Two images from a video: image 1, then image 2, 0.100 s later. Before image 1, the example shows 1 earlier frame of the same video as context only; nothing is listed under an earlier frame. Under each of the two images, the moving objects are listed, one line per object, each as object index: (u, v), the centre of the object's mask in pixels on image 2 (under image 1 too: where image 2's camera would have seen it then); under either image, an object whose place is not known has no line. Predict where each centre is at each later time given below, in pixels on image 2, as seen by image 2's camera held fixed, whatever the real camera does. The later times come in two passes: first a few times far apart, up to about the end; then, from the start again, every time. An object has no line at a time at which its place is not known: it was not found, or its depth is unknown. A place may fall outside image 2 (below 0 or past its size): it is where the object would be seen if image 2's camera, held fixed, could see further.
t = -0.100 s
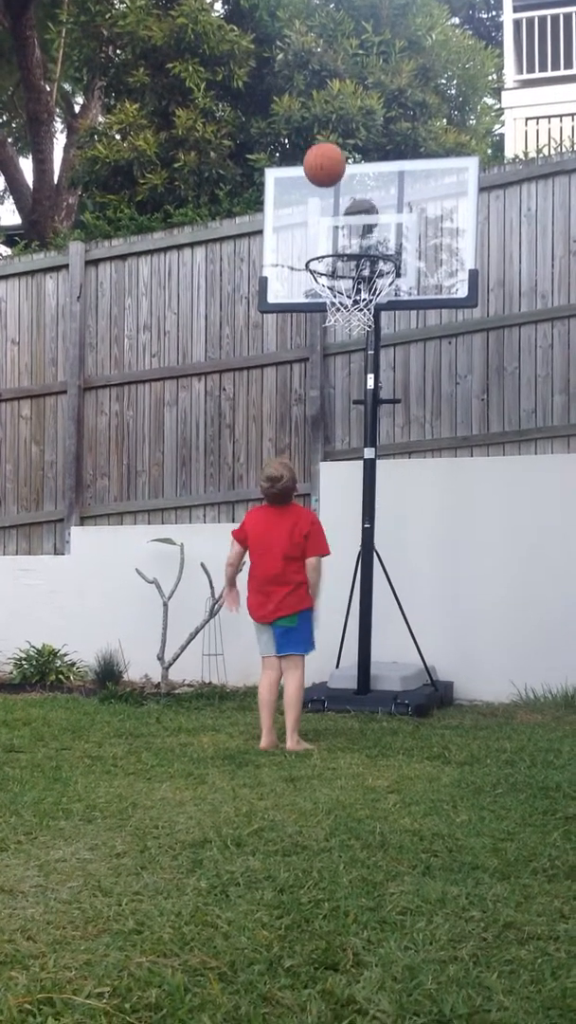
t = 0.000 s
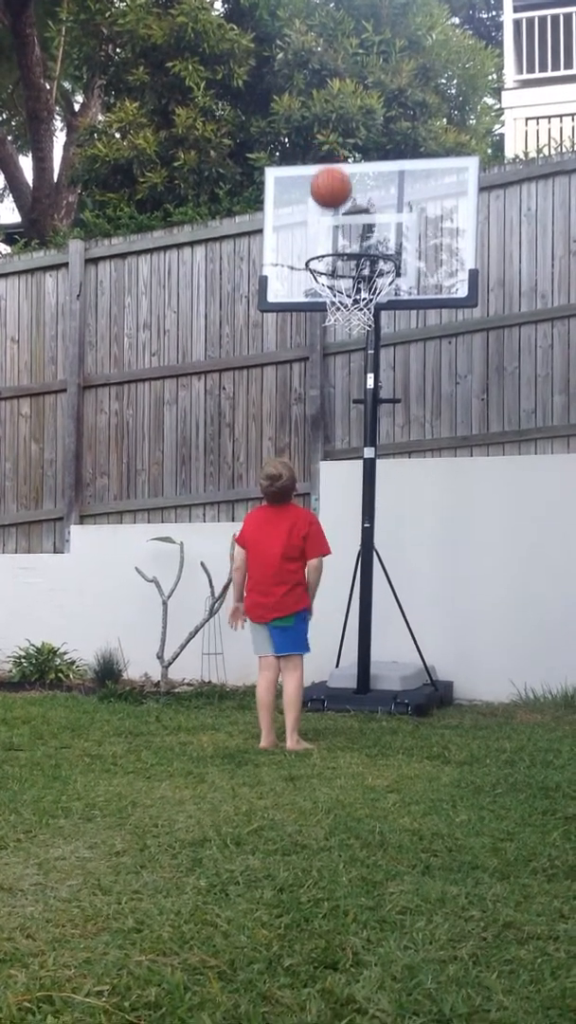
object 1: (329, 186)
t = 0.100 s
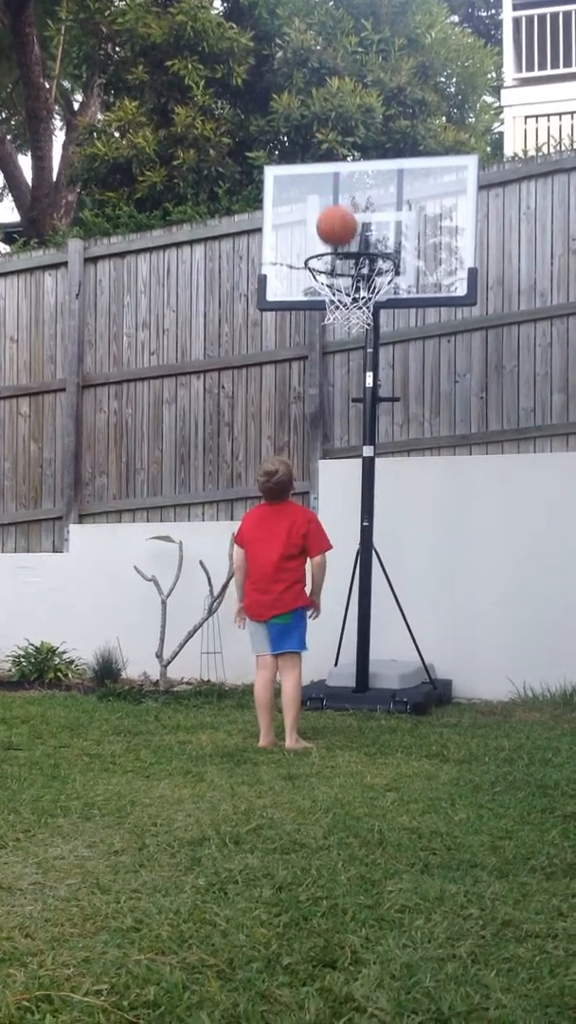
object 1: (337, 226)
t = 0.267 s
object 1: (333, 234)
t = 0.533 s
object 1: (317, 236)
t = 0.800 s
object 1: (348, 270)
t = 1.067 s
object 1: (369, 348)
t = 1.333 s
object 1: (381, 522)
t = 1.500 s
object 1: (390, 692)
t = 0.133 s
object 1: (340, 242)
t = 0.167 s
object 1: (340, 255)
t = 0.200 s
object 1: (339, 247)
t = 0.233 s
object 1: (336, 237)
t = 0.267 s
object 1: (333, 234)
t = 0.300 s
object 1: (329, 231)
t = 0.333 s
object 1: (326, 228)
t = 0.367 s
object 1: (324, 228)
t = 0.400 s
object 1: (321, 230)
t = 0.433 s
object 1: (318, 234)
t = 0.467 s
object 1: (315, 239)
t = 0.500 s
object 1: (314, 241)
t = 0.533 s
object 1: (317, 236)
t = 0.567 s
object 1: (320, 233)
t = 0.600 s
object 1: (324, 233)
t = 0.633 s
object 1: (329, 234)
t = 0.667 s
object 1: (332, 236)
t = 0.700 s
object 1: (336, 241)
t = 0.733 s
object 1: (341, 249)
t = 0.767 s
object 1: (344, 259)
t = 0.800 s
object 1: (348, 270)
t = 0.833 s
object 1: (353, 280)
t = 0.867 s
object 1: (357, 291)
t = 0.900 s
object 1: (360, 299)
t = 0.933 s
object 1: (362, 307)
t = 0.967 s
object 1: (364, 314)
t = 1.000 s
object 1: (366, 325)
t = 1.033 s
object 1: (367, 335)
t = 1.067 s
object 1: (369, 348)
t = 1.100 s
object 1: (370, 363)
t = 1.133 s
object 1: (373, 380)
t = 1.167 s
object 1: (373, 400)
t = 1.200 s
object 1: (374, 418)
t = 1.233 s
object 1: (376, 442)
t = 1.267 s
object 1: (379, 467)
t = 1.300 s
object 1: (380, 493)
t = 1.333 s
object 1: (381, 522)
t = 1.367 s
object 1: (383, 552)
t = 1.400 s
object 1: (385, 584)
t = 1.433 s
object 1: (386, 618)
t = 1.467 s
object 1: (389, 654)
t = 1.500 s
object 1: (390, 692)
